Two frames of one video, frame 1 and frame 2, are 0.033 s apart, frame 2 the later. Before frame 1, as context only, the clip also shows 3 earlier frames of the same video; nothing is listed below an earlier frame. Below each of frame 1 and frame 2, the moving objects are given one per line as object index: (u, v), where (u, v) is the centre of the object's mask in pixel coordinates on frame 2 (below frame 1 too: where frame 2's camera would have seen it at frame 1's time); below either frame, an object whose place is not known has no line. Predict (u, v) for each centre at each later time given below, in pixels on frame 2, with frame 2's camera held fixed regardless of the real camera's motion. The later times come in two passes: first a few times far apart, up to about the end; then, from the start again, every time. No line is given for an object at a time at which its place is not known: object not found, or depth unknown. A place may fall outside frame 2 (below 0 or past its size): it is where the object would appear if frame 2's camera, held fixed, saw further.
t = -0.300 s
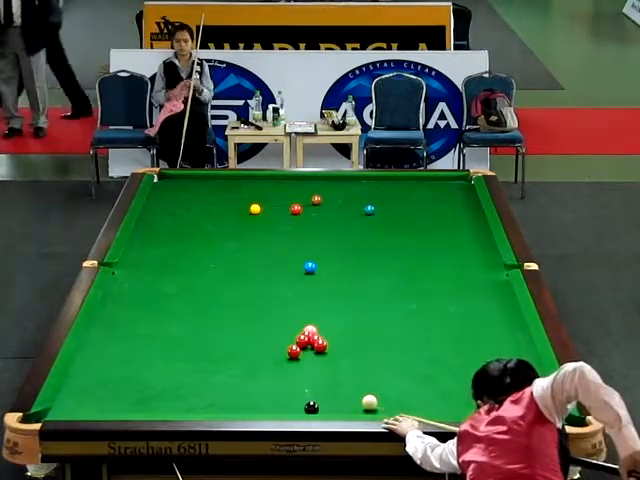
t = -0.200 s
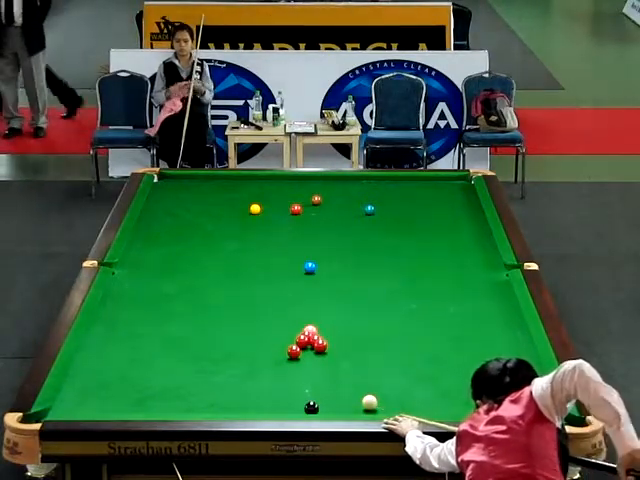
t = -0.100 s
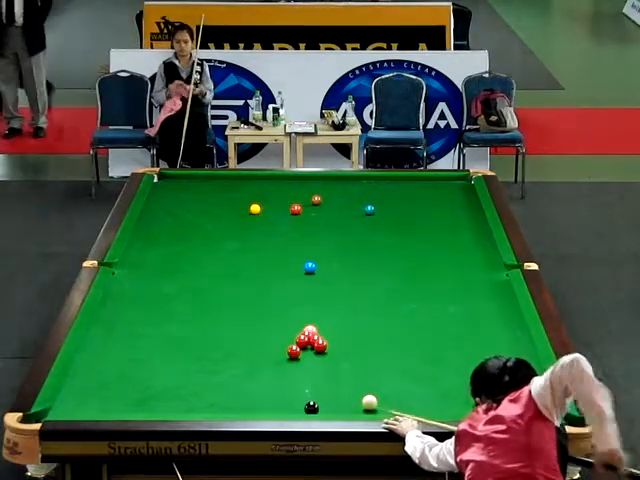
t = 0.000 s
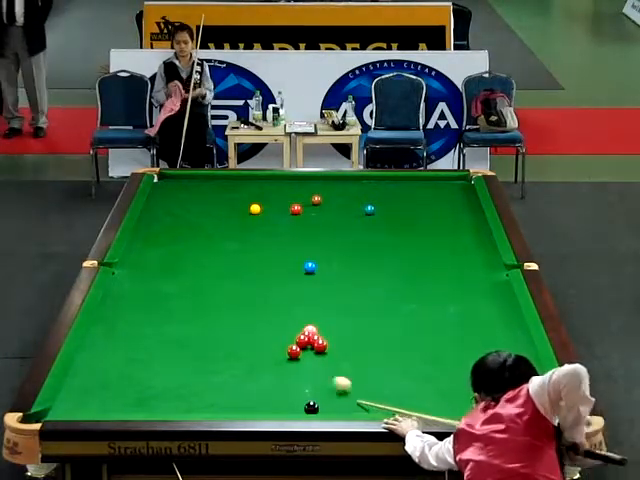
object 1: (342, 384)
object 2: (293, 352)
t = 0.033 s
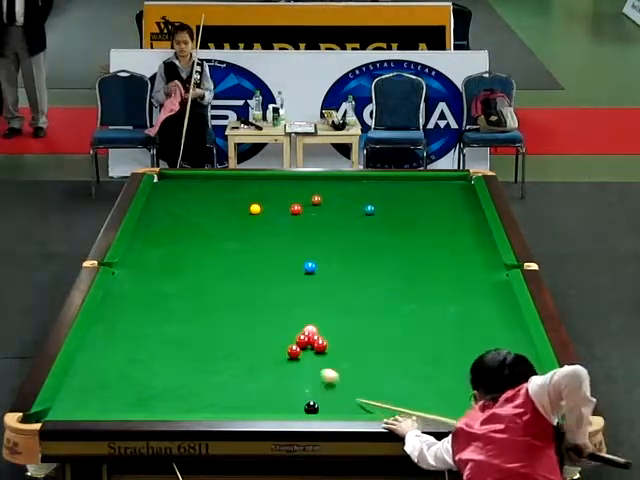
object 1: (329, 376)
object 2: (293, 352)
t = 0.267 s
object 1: (279, 359)
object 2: (276, 327)
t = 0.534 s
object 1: (263, 369)
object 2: (250, 292)
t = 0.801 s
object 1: (249, 380)
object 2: (229, 262)
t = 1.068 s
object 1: (236, 391)
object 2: (210, 237)
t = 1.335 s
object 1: (222, 402)
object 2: (194, 214)
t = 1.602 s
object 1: (210, 409)
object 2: (179, 194)
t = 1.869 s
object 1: (204, 407)
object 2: (166, 176)
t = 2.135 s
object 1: (199, 404)
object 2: (167, 178)
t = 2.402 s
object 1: (194, 399)
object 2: (169, 182)
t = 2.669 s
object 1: (191, 395)
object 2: (171, 185)
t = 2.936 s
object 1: (189, 391)
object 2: (173, 189)
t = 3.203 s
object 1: (187, 388)
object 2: (174, 193)
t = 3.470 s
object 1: (185, 386)
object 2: (176, 196)
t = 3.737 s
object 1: (183, 385)
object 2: (178, 199)
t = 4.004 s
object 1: (182, 384)
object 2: (180, 202)
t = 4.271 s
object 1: (182, 384)
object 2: (181, 204)
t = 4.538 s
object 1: (182, 384)
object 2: (182, 207)
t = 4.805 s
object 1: (182, 384)
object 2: (183, 209)
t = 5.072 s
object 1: (182, 384)
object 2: (184, 211)
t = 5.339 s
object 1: (182, 384)
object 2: (185, 212)
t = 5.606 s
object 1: (182, 384)
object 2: (186, 213)
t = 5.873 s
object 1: (182, 384)
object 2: (186, 214)
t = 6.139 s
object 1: (182, 384)
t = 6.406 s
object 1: (182, 384)
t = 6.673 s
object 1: (182, 384)
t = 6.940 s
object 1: (182, 384)
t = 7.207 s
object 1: (182, 384)
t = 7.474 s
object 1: (182, 384)
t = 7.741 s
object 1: (182, 384)
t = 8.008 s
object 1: (182, 384)
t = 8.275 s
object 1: (182, 384)
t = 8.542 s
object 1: (182, 384)
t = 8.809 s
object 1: (182, 384)
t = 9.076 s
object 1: (182, 384)
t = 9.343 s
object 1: (182, 384)
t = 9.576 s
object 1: (182, 384)
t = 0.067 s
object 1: (318, 369)
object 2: (293, 352)
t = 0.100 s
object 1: (307, 362)
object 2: (293, 352)
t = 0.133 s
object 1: (296, 357)
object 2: (292, 348)
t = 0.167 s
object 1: (291, 357)
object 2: (288, 343)
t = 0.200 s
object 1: (287, 357)
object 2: (284, 338)
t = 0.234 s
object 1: (282, 358)
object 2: (280, 333)
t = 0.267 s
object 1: (279, 359)
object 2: (276, 327)
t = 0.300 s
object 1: (276, 360)
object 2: (272, 322)
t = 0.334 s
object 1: (273, 361)
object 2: (268, 317)
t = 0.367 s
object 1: (271, 362)
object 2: (265, 312)
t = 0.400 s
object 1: (270, 364)
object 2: (262, 308)
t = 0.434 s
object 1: (268, 365)
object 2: (259, 304)
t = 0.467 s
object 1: (266, 367)
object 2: (256, 299)
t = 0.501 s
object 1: (264, 368)
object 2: (252, 295)
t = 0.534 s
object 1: (263, 369)
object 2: (250, 292)
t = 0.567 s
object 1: (261, 371)
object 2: (247, 287)
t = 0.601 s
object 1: (259, 372)
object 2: (244, 284)
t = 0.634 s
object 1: (258, 374)
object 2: (242, 280)
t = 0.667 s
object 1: (256, 375)
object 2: (239, 276)
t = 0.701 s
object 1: (254, 376)
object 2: (236, 273)
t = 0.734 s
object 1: (253, 378)
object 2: (234, 269)
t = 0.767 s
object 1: (251, 379)
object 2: (231, 266)
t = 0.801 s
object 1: (249, 380)
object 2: (229, 262)
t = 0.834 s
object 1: (247, 382)
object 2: (226, 259)
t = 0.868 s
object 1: (246, 383)
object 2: (224, 255)
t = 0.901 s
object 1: (244, 384)
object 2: (222, 253)
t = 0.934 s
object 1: (242, 386)
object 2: (219, 249)
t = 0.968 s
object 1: (241, 387)
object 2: (217, 246)
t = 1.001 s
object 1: (239, 388)
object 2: (214, 243)
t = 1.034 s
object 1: (237, 390)
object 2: (213, 240)
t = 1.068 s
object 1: (236, 391)
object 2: (210, 237)
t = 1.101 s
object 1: (234, 392)
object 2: (208, 233)
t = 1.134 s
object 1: (232, 394)
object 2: (206, 231)
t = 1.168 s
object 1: (231, 395)
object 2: (204, 228)
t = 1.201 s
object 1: (229, 397)
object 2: (202, 225)
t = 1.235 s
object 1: (227, 398)
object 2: (200, 222)
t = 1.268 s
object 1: (226, 399)
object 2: (198, 220)
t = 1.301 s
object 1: (224, 401)
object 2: (196, 217)
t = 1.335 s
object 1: (222, 402)
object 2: (194, 214)
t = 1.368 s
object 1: (221, 403)
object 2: (193, 212)
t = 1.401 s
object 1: (219, 404)
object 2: (190, 209)
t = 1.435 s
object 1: (218, 405)
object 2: (188, 206)
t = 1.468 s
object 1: (216, 406)
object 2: (186, 203)
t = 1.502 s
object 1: (215, 407)
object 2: (184, 201)
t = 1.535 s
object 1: (214, 407)
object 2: (183, 199)
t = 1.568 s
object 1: (212, 409)
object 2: (181, 197)
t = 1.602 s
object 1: (210, 409)
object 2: (179, 194)
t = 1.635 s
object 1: (209, 410)
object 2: (178, 192)
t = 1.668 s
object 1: (207, 411)
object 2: (176, 189)
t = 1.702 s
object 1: (206, 410)
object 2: (174, 187)
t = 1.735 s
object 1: (206, 410)
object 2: (172, 185)
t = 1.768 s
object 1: (205, 409)
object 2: (171, 183)
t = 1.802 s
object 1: (205, 409)
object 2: (169, 181)
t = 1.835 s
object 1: (204, 408)
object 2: (168, 179)
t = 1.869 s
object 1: (204, 407)
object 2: (166, 176)
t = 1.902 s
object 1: (203, 407)
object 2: (162, 176)
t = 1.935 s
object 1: (202, 406)
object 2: (159, 176)
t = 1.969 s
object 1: (202, 406)
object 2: (163, 176)
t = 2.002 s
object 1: (201, 405)
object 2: (166, 176)
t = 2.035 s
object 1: (201, 406)
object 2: (166, 176)
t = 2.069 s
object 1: (200, 405)
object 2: (166, 176)
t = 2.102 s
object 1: (200, 405)
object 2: (167, 178)
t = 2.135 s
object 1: (199, 404)
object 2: (167, 178)
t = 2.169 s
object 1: (198, 403)
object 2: (167, 178)
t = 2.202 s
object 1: (198, 403)
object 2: (167, 179)
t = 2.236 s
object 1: (197, 402)
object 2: (167, 179)
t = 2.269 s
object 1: (197, 402)
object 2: (167, 179)
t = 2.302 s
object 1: (196, 401)
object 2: (168, 181)
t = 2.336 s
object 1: (196, 400)
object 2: (168, 181)
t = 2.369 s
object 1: (195, 400)
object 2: (169, 181)
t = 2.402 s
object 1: (194, 399)
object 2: (169, 182)
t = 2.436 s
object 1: (194, 399)
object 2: (169, 182)
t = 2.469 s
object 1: (194, 398)
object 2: (170, 183)
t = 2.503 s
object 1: (194, 398)
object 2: (169, 183)
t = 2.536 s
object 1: (193, 397)
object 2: (170, 183)
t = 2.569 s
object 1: (193, 396)
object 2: (170, 183)
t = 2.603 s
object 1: (192, 396)
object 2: (170, 185)
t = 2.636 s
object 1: (192, 395)
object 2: (170, 185)
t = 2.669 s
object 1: (191, 395)
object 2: (171, 185)
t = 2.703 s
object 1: (191, 394)
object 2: (171, 186)
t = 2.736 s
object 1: (191, 394)
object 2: (172, 187)
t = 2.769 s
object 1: (190, 393)
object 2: (172, 187)
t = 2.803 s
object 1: (190, 393)
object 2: (172, 187)
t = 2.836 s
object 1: (190, 392)
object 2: (172, 187)
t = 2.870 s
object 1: (189, 392)
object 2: (173, 188)
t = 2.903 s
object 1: (189, 392)
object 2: (173, 189)
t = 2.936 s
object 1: (189, 391)
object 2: (173, 189)
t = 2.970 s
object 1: (189, 391)
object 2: (173, 190)
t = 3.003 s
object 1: (188, 391)
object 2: (173, 190)
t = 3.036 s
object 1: (188, 390)
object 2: (173, 191)
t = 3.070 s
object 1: (188, 390)
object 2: (174, 191)
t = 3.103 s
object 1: (188, 389)
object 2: (174, 191)
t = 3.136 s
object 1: (187, 389)
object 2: (174, 192)
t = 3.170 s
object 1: (187, 388)
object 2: (174, 193)
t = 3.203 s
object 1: (187, 388)
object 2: (174, 193)
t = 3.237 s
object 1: (186, 388)
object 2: (175, 194)
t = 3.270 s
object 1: (186, 388)
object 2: (175, 194)
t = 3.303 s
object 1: (186, 388)
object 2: (175, 194)
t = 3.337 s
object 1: (186, 387)
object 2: (175, 194)
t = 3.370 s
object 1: (186, 387)
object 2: (175, 194)
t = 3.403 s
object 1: (185, 386)
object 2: (176, 195)
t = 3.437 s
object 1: (185, 386)
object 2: (176, 195)
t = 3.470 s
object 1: (185, 386)
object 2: (176, 196)
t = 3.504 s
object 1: (185, 386)
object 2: (176, 196)
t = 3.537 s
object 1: (185, 386)
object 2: (177, 197)
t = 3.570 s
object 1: (184, 386)
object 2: (177, 197)
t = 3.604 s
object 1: (184, 385)
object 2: (177, 197)
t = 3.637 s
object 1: (184, 385)
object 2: (177, 198)
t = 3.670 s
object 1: (184, 385)
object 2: (178, 198)
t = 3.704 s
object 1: (183, 385)
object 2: (178, 199)
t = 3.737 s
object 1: (183, 385)
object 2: (178, 199)
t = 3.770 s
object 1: (183, 385)
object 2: (178, 200)
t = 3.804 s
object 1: (183, 385)
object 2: (178, 200)
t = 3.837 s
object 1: (183, 385)
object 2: (178, 200)
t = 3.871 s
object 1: (182, 384)
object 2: (179, 201)
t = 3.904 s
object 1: (182, 384)
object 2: (179, 201)
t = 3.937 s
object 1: (182, 384)
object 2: (179, 201)
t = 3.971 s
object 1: (182, 384)
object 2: (179, 202)
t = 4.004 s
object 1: (182, 384)
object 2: (180, 202)
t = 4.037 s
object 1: (182, 384)
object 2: (180, 202)
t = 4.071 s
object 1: (182, 384)
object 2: (180, 203)
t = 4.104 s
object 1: (182, 384)
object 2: (180, 203)
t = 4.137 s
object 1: (182, 384)
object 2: (181, 203)
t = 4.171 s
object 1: (182, 384)
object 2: (180, 203)
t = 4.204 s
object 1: (182, 384)
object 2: (181, 204)
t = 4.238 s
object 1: (182, 384)
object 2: (181, 204)
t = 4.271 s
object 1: (182, 384)
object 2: (181, 204)
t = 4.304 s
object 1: (182, 384)
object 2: (181, 205)
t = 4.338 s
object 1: (182, 384)
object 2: (181, 205)
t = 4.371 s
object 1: (182, 384)
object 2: (181, 205)
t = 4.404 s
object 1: (182, 384)
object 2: (182, 205)
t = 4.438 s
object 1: (182, 384)
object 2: (182, 206)
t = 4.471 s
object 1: (182, 384)
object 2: (182, 206)
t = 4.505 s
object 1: (182, 384)
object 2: (182, 207)
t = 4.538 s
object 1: (182, 384)
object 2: (182, 207)
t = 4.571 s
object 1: (182, 384)
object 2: (182, 207)
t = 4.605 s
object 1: (182, 384)
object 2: (182, 207)
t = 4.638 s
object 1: (182, 384)
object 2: (182, 208)
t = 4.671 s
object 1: (182, 384)
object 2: (183, 208)
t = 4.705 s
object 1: (182, 384)
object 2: (183, 208)
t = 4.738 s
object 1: (182, 384)
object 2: (183, 208)
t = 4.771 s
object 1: (182, 384)
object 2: (183, 208)
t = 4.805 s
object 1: (182, 384)
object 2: (183, 209)
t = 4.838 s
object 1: (182, 384)
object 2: (184, 209)
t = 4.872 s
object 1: (182, 384)
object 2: (184, 209)
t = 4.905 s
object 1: (182, 384)
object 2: (184, 210)
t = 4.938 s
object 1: (182, 384)
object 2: (184, 210)
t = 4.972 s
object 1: (182, 384)
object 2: (184, 210)
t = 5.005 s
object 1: (182, 384)
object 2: (184, 210)
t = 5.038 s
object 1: (182, 384)
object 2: (184, 210)
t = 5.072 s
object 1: (182, 384)
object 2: (184, 211)
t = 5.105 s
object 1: (182, 384)
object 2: (184, 211)
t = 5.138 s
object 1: (182, 384)
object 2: (184, 211)
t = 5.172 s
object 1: (182, 384)
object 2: (184, 211)
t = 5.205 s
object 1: (182, 384)
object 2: (184, 211)
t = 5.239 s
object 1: (182, 384)
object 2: (185, 211)
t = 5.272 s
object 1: (182, 384)
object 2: (185, 212)
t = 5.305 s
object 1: (182, 384)
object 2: (185, 212)
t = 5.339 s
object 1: (182, 384)
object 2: (185, 212)
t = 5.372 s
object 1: (182, 384)
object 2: (185, 212)
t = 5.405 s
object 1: (182, 384)
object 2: (185, 212)
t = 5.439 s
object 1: (182, 384)
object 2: (185, 212)
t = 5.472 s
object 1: (182, 384)
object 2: (185, 213)
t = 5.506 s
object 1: (182, 384)
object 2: (185, 213)
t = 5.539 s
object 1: (182, 384)
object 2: (185, 213)
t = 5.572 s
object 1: (182, 384)
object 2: (185, 213)
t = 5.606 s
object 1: (182, 384)
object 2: (186, 213)
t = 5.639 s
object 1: (182, 384)
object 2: (186, 213)
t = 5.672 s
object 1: (182, 384)
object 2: (186, 213)
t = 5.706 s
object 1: (182, 384)
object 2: (186, 213)
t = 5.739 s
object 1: (182, 384)
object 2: (186, 213)
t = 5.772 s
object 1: (182, 384)
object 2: (186, 214)
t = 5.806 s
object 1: (182, 384)
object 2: (186, 214)
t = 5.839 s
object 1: (182, 384)
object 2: (186, 214)
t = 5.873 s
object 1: (182, 384)
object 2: (186, 214)
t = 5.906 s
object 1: (182, 384)
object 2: (186, 214)
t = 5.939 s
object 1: (182, 384)
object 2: (186, 214)
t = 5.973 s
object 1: (182, 384)
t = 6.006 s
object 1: (182, 384)
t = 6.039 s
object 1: (182, 384)
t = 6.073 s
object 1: (182, 384)
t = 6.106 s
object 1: (182, 384)
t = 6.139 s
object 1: (182, 384)
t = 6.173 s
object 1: (182, 384)
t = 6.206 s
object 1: (182, 384)
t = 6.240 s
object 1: (182, 384)
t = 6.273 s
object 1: (182, 384)
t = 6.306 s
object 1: (182, 384)
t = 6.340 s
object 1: (182, 384)
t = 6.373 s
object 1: (182, 384)
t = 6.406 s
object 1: (182, 384)
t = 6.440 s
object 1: (182, 384)
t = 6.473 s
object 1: (182, 384)
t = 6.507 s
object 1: (182, 384)
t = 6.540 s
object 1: (182, 384)
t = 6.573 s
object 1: (182, 384)
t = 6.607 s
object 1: (182, 384)
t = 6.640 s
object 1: (182, 384)
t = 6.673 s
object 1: (182, 384)
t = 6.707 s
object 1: (182, 384)
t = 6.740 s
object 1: (182, 384)
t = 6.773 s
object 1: (182, 384)
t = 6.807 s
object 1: (182, 384)
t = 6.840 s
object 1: (182, 384)
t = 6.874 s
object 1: (182, 384)
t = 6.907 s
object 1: (182, 384)
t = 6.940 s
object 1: (182, 384)
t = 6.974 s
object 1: (182, 384)
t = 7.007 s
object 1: (182, 384)
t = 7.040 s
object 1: (182, 384)
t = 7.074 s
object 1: (182, 384)
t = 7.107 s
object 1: (182, 384)
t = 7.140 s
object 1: (182, 384)
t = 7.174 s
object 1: (182, 384)
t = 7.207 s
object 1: (182, 384)
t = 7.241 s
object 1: (182, 384)
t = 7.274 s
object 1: (182, 384)
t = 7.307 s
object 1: (182, 384)
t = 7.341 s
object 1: (182, 384)
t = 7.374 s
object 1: (182, 384)
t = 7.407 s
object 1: (182, 384)
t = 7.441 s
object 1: (182, 384)
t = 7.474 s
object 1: (182, 384)
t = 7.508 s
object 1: (182, 384)
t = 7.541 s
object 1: (182, 384)
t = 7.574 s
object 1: (182, 384)
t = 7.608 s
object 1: (182, 384)
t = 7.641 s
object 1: (182, 384)
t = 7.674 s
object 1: (182, 384)
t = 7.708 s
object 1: (182, 384)
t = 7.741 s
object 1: (182, 384)
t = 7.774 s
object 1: (182, 384)
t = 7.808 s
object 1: (182, 384)
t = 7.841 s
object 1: (182, 384)
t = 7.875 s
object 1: (182, 384)
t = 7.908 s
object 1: (182, 384)
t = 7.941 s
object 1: (182, 384)
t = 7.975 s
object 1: (182, 384)
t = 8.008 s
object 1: (182, 384)
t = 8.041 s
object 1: (182, 384)
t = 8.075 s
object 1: (182, 384)
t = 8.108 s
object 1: (182, 384)
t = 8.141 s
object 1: (182, 384)
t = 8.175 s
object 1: (182, 384)
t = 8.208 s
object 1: (182, 384)
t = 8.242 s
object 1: (182, 384)
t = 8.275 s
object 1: (182, 384)
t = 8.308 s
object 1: (182, 384)
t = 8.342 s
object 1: (182, 384)
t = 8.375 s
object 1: (182, 384)
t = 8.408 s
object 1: (182, 384)
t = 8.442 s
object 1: (182, 384)
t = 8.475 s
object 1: (182, 384)
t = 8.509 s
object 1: (182, 384)
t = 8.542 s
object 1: (182, 384)
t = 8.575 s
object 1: (182, 384)
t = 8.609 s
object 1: (182, 384)
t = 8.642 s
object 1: (182, 384)
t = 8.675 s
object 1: (182, 384)
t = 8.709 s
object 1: (182, 383)
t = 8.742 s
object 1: (182, 383)
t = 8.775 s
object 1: (182, 384)
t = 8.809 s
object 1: (182, 384)
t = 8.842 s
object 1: (182, 384)
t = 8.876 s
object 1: (182, 384)
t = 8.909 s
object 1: (182, 384)
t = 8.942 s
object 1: (182, 384)
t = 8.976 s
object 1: (182, 384)
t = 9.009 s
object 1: (182, 384)
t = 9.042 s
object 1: (182, 384)
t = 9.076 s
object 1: (182, 384)
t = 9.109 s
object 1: (182, 384)
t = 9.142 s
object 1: (182, 384)
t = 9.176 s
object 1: (182, 384)
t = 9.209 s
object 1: (182, 384)
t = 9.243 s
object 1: (182, 384)
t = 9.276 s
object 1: (182, 384)
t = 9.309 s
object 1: (182, 384)
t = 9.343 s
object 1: (182, 384)
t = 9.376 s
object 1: (182, 384)
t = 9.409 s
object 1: (182, 384)
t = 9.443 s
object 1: (182, 384)
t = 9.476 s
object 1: (182, 384)
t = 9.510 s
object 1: (182, 384)
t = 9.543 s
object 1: (182, 384)
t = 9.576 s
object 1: (182, 384)
